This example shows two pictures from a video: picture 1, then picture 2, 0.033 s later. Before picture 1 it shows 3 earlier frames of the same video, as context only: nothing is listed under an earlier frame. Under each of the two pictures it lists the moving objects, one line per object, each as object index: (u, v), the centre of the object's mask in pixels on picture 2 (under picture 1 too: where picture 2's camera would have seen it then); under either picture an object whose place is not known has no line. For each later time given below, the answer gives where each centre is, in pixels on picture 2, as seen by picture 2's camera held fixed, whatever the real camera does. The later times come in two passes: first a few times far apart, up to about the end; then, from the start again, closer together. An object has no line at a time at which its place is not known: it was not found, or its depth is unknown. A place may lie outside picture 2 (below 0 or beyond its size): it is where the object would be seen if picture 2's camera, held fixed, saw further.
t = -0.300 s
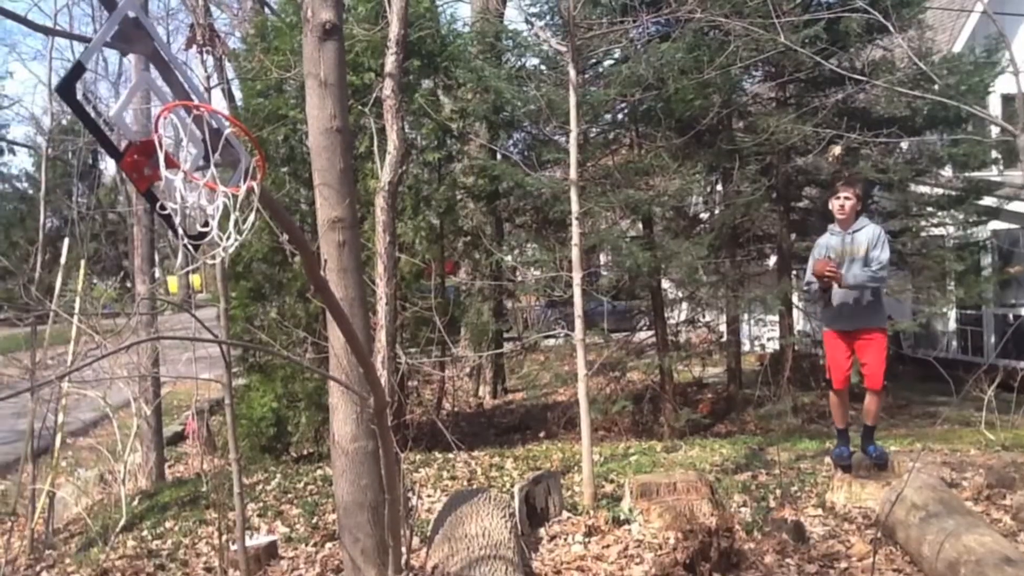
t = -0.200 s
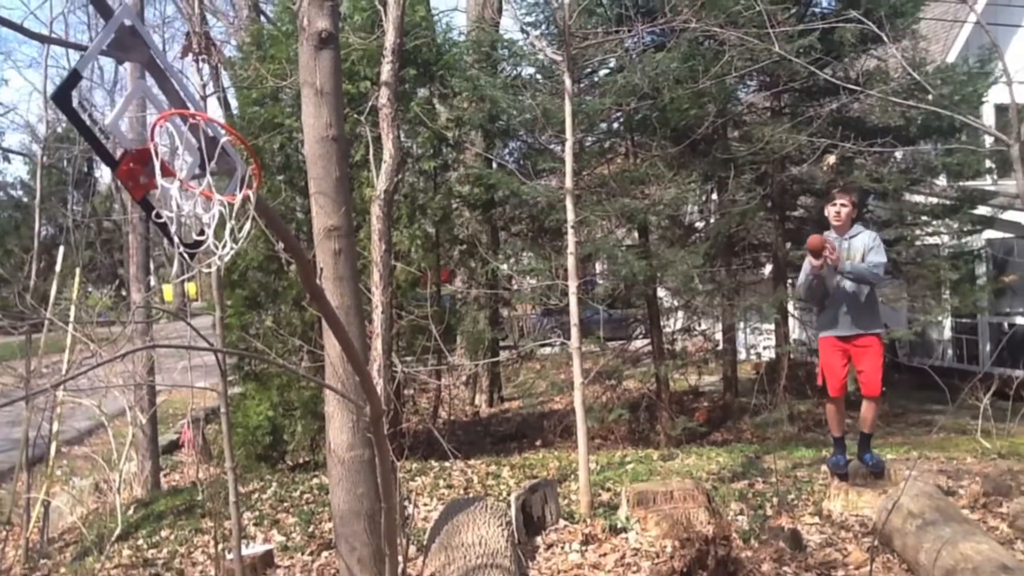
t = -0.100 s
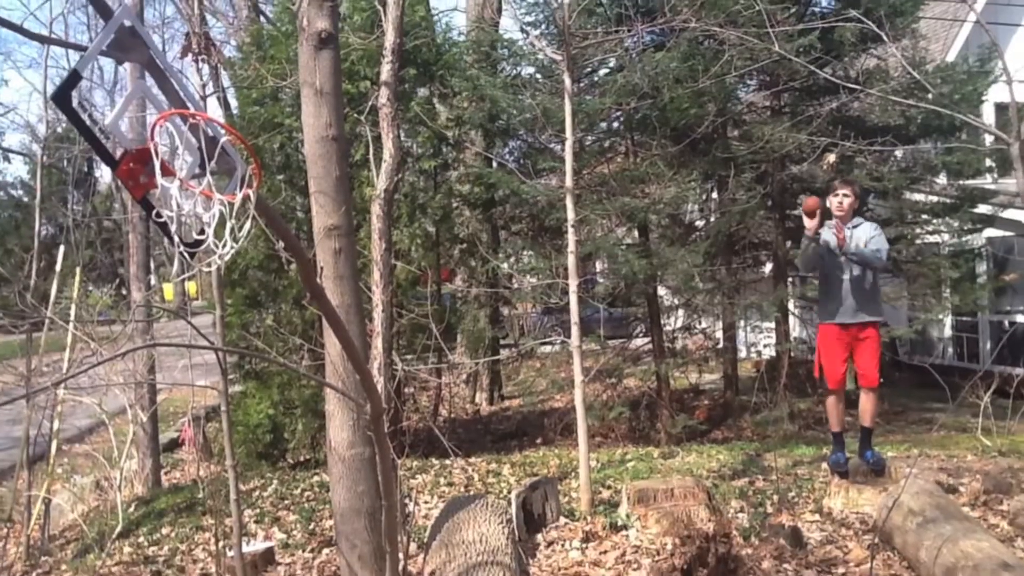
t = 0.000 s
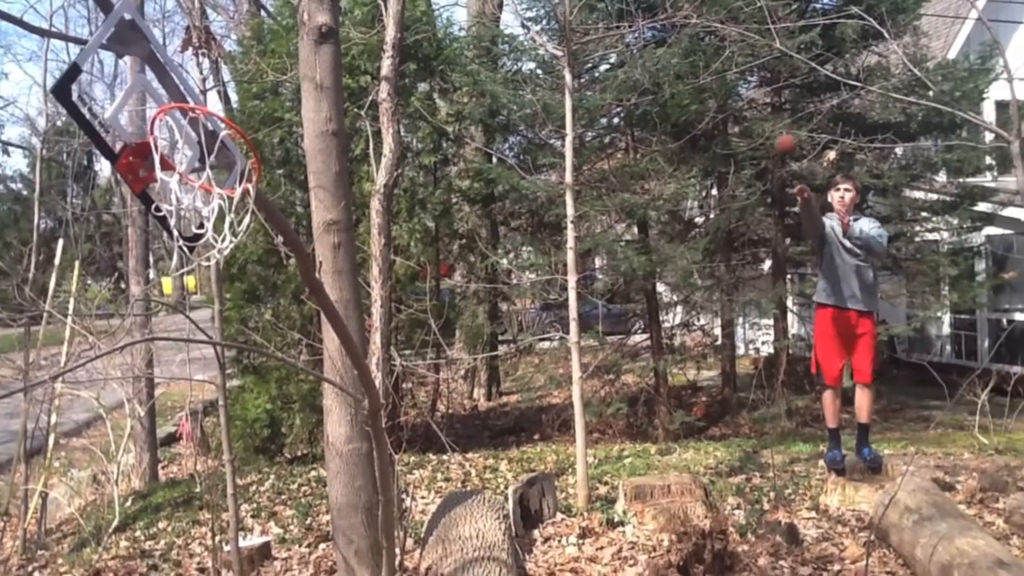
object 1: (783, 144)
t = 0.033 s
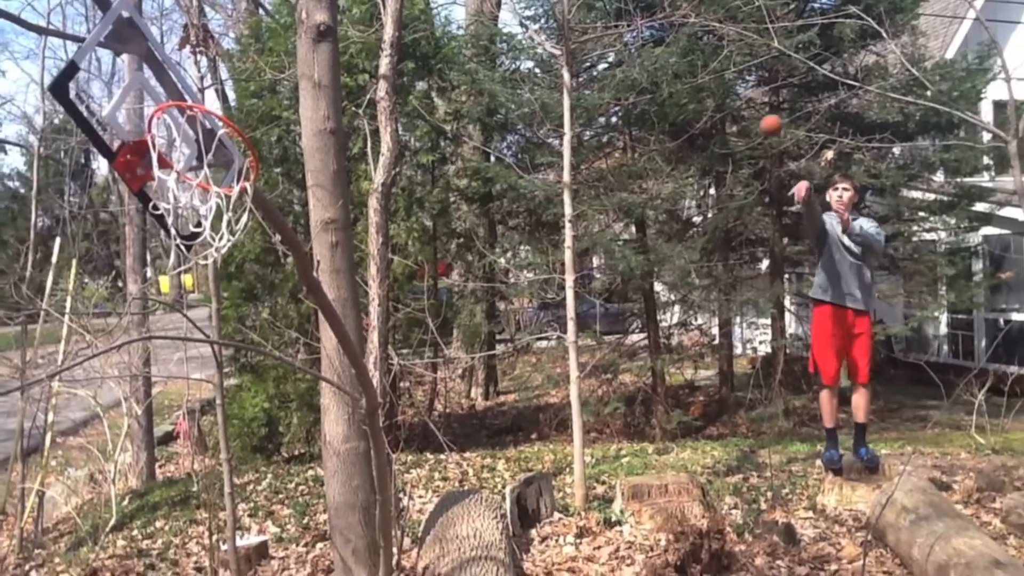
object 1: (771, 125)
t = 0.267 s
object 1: (658, 15)
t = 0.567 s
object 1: (375, 15)
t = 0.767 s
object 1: (194, 169)
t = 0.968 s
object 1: (120, 301)
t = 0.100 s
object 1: (743, 89)
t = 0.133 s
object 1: (729, 71)
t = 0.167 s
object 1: (713, 55)
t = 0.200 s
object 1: (696, 41)
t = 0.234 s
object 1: (677, 27)
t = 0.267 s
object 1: (658, 15)
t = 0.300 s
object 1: (637, 6)
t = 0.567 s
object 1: (375, 15)
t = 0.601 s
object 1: (323, 38)
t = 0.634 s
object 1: (261, 70)
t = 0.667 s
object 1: (211, 97)
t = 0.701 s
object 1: (185, 136)
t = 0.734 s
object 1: (196, 152)
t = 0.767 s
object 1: (194, 169)
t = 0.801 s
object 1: (169, 192)
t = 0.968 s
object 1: (120, 301)
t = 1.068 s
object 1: (107, 418)
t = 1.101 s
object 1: (104, 466)
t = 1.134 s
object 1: (103, 521)
